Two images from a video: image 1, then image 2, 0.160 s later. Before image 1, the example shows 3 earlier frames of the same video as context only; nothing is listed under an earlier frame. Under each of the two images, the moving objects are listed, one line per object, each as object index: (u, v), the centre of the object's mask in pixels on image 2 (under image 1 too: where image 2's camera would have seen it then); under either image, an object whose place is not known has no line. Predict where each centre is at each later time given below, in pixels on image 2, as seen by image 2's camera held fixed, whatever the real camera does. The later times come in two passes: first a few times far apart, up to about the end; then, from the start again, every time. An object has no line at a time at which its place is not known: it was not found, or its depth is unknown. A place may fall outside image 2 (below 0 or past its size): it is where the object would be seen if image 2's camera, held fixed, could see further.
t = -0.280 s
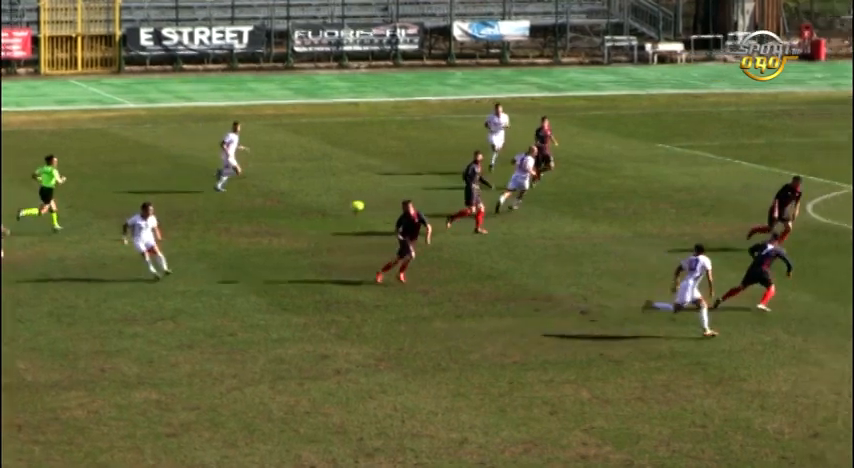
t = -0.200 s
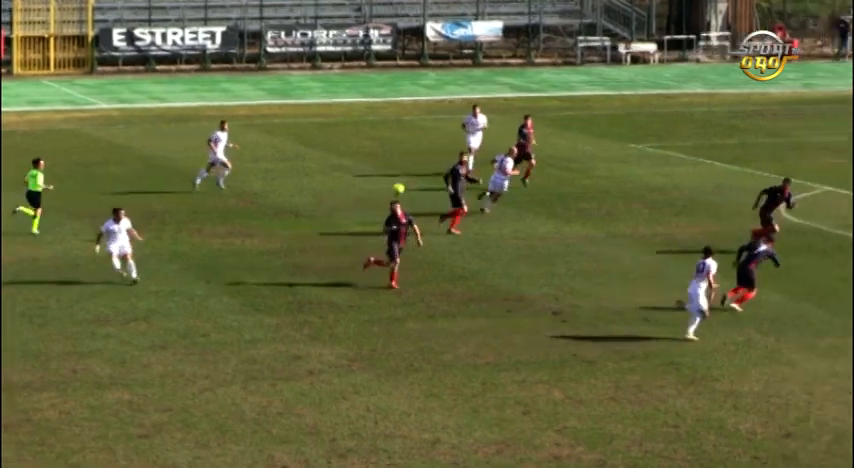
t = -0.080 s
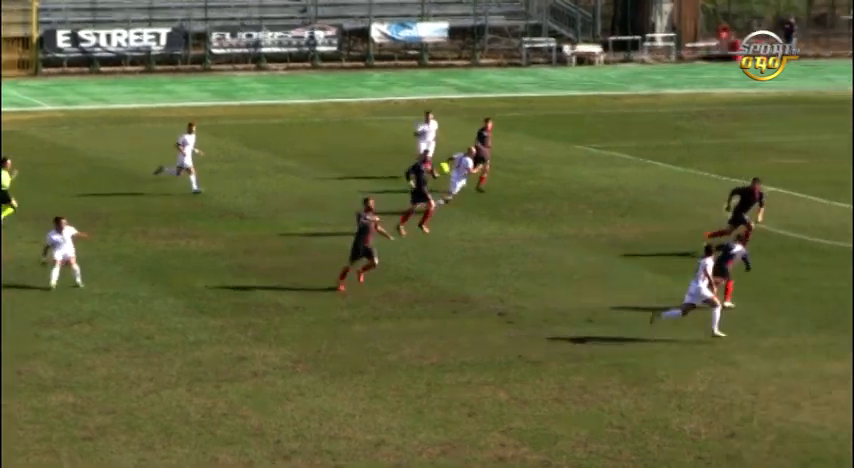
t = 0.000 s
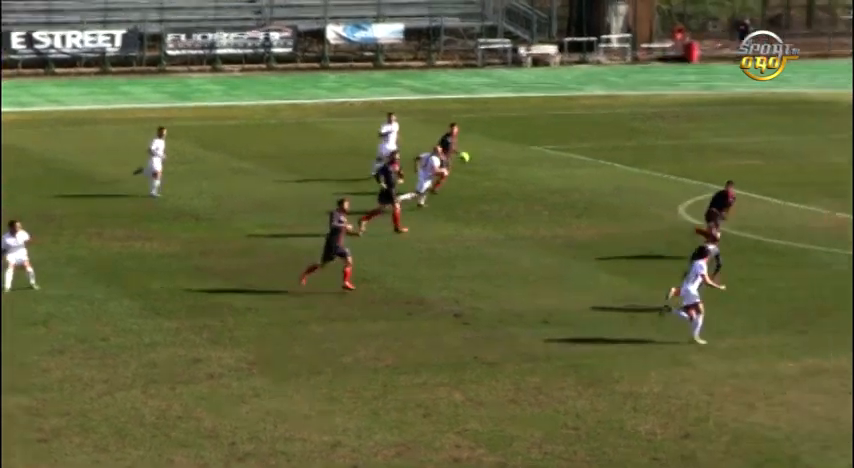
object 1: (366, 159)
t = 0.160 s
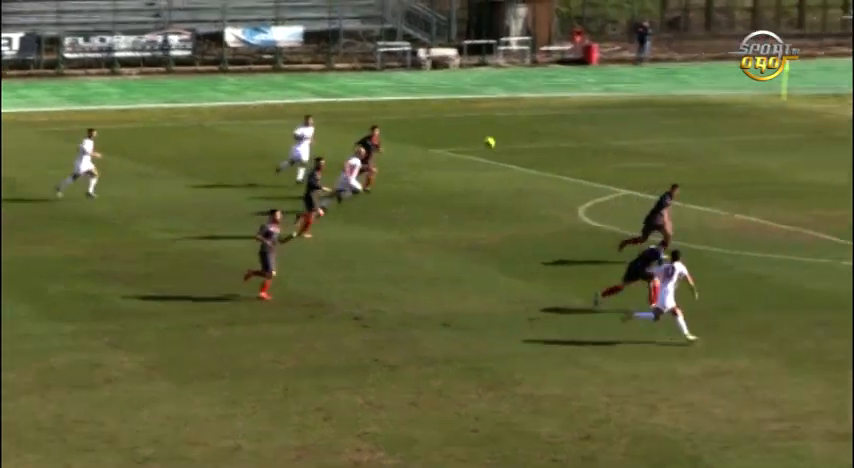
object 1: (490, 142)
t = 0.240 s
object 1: (551, 138)
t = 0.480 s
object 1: (728, 136)
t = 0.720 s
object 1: (903, 156)
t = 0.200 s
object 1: (519, 140)
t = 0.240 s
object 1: (551, 138)
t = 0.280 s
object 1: (581, 136)
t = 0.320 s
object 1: (611, 135)
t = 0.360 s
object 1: (639, 135)
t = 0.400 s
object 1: (670, 135)
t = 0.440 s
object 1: (699, 136)
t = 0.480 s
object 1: (728, 136)
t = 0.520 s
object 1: (757, 138)
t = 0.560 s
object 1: (787, 141)
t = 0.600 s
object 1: (816, 144)
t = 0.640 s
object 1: (844, 147)
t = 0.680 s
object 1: (873, 152)
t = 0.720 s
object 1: (903, 156)
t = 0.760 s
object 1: (931, 162)
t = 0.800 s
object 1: (958, 167)
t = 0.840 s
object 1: (987, 174)
